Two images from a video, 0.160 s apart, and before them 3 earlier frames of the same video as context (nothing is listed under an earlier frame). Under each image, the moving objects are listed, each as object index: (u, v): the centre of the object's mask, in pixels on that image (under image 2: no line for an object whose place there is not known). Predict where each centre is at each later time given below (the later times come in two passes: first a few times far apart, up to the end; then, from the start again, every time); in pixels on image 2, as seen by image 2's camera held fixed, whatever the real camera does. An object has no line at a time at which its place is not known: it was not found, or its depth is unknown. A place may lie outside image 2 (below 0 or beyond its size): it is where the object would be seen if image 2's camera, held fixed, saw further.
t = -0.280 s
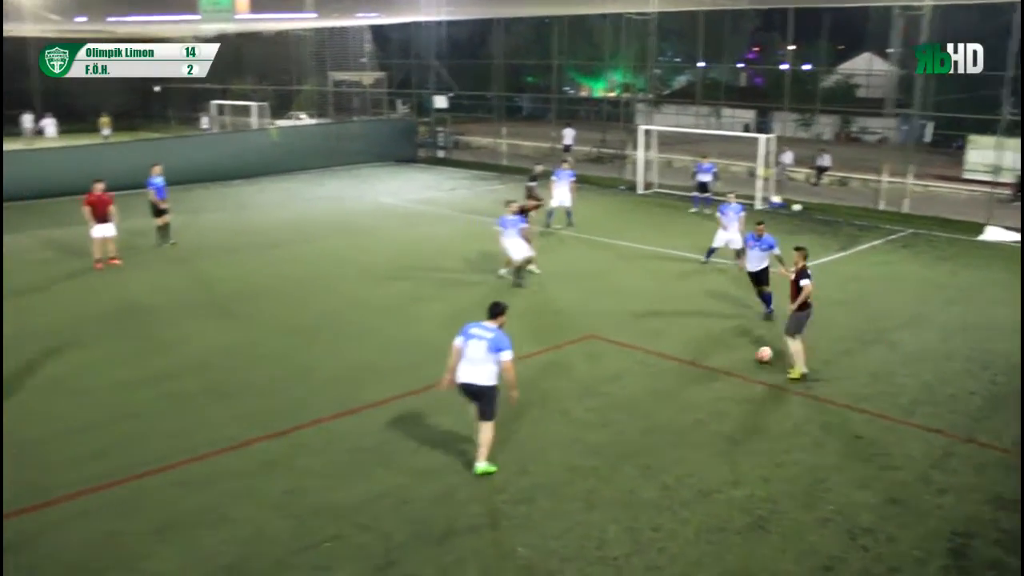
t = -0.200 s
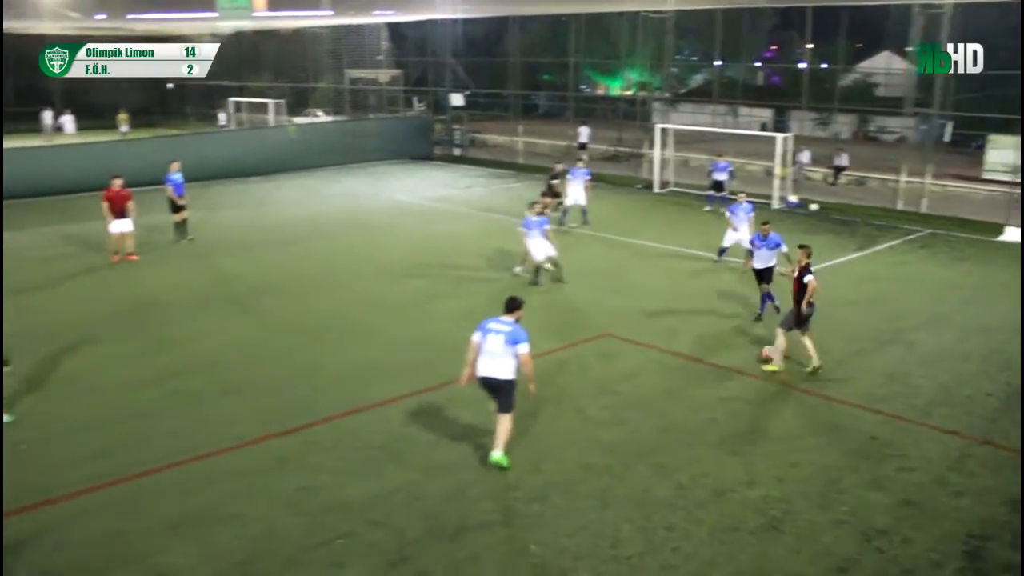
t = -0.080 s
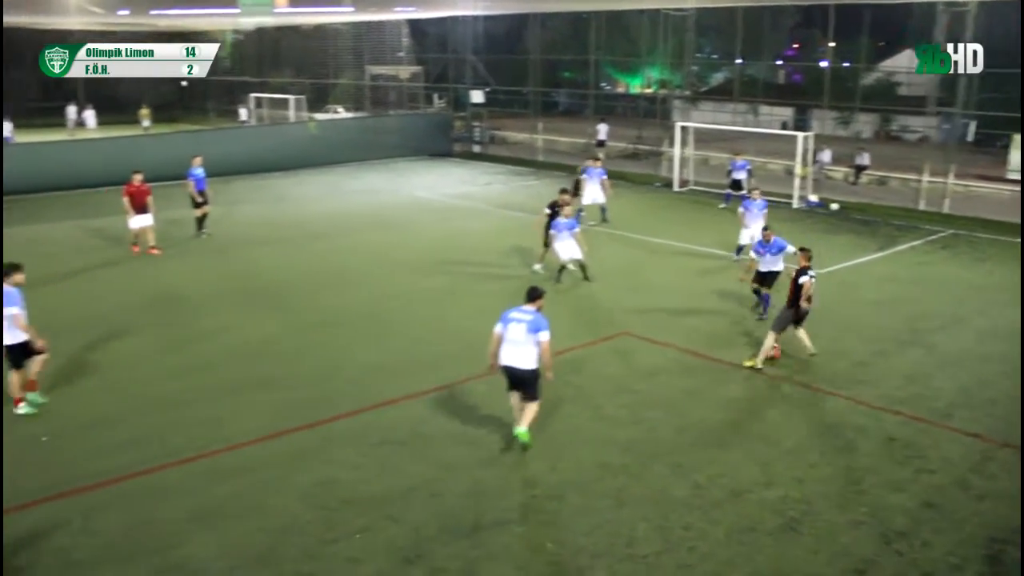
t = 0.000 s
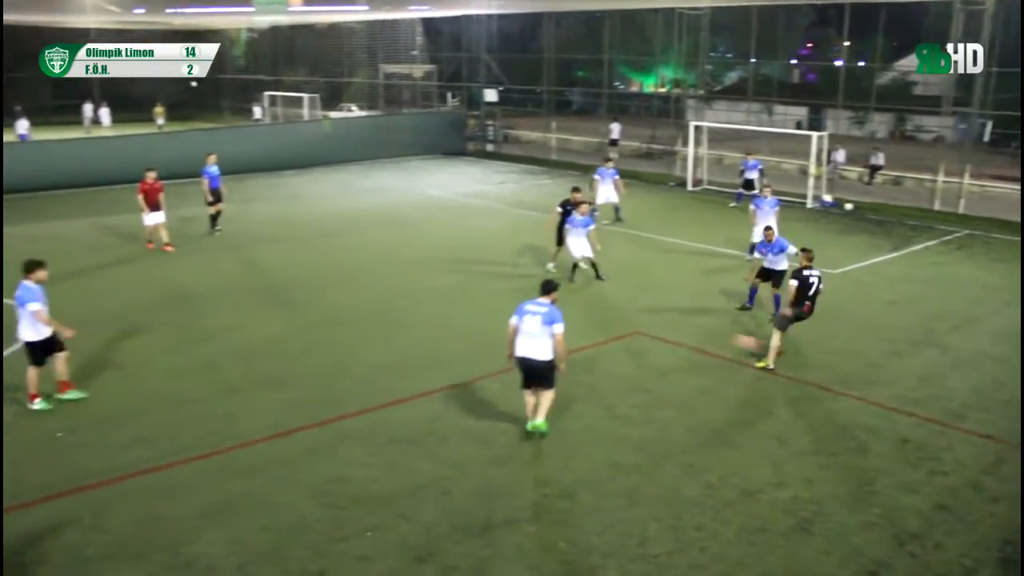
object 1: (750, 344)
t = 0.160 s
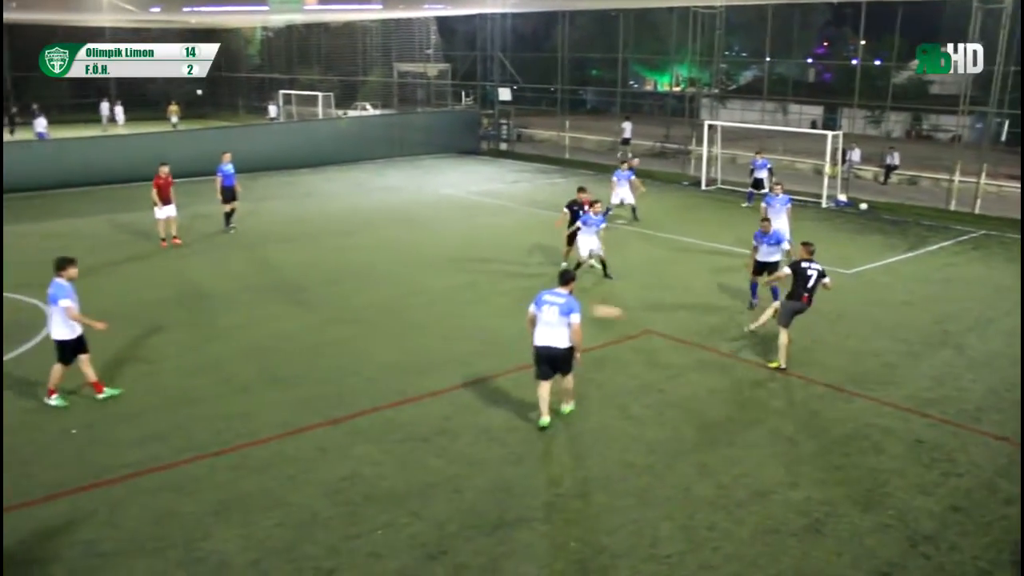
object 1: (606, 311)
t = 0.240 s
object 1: (529, 302)
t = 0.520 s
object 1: (368, 274)
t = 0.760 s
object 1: (272, 258)
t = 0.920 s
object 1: (219, 249)
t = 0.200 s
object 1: (584, 307)
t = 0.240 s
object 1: (529, 302)
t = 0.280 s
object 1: (508, 298)
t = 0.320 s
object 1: (481, 292)
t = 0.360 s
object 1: (457, 288)
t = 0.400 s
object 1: (431, 285)
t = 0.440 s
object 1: (407, 283)
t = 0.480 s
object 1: (388, 278)
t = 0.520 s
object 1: (368, 274)
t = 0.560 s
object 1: (350, 271)
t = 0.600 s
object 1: (332, 269)
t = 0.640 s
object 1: (316, 268)
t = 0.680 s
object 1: (300, 263)
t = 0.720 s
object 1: (286, 260)
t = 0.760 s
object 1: (272, 258)
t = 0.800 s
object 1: (258, 256)
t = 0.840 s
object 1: (245, 255)
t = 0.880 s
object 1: (231, 252)
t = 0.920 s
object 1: (219, 249)
